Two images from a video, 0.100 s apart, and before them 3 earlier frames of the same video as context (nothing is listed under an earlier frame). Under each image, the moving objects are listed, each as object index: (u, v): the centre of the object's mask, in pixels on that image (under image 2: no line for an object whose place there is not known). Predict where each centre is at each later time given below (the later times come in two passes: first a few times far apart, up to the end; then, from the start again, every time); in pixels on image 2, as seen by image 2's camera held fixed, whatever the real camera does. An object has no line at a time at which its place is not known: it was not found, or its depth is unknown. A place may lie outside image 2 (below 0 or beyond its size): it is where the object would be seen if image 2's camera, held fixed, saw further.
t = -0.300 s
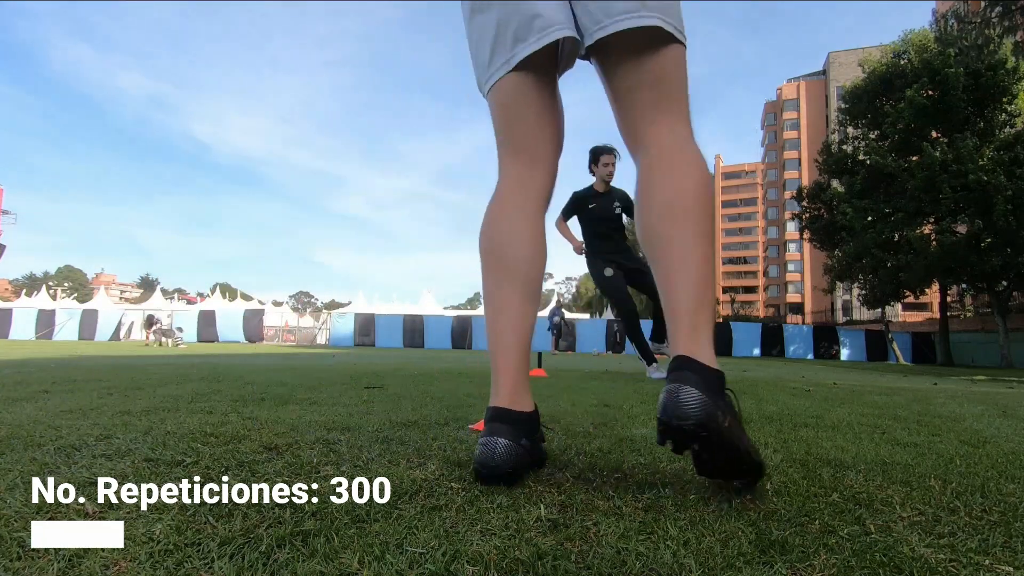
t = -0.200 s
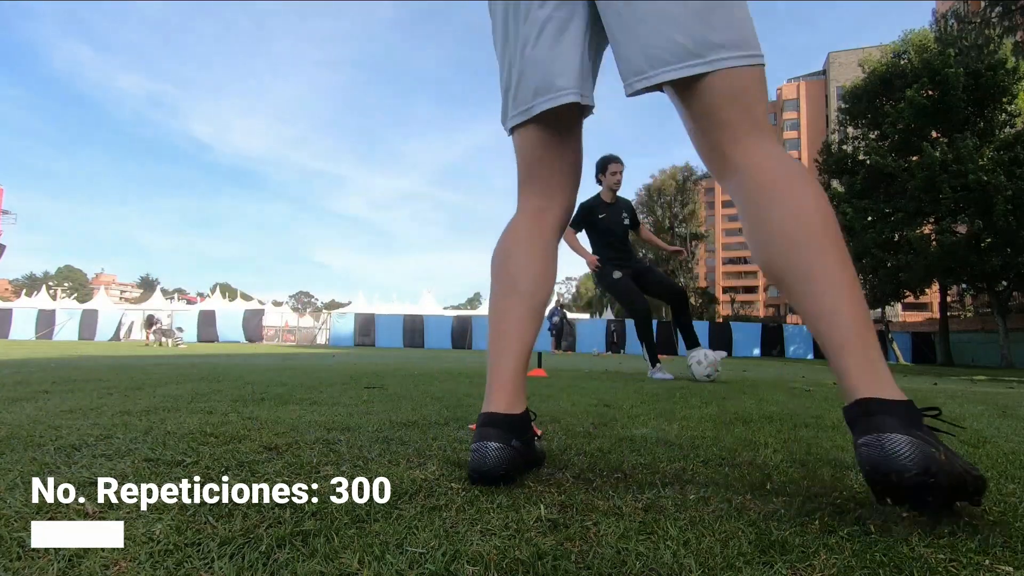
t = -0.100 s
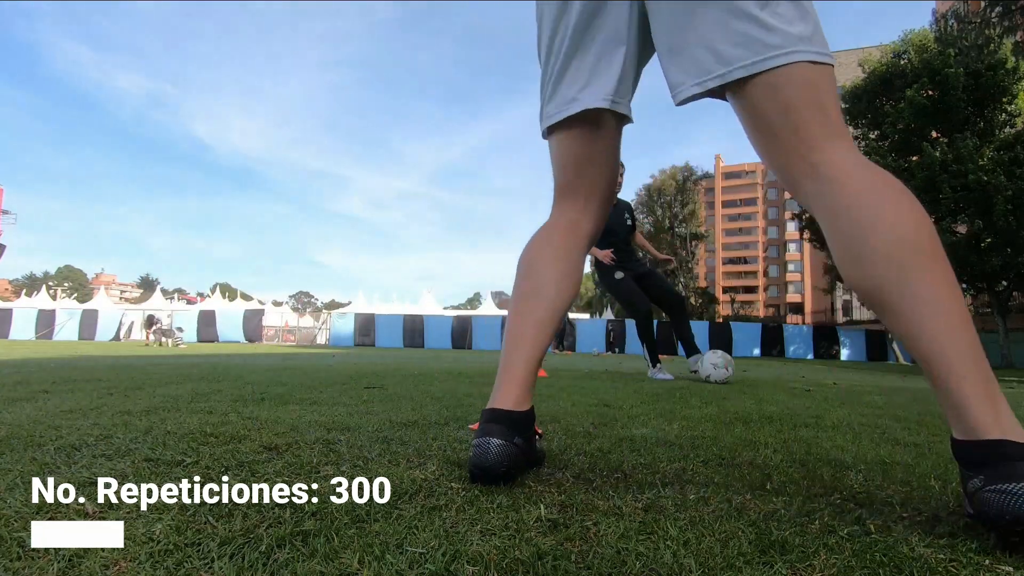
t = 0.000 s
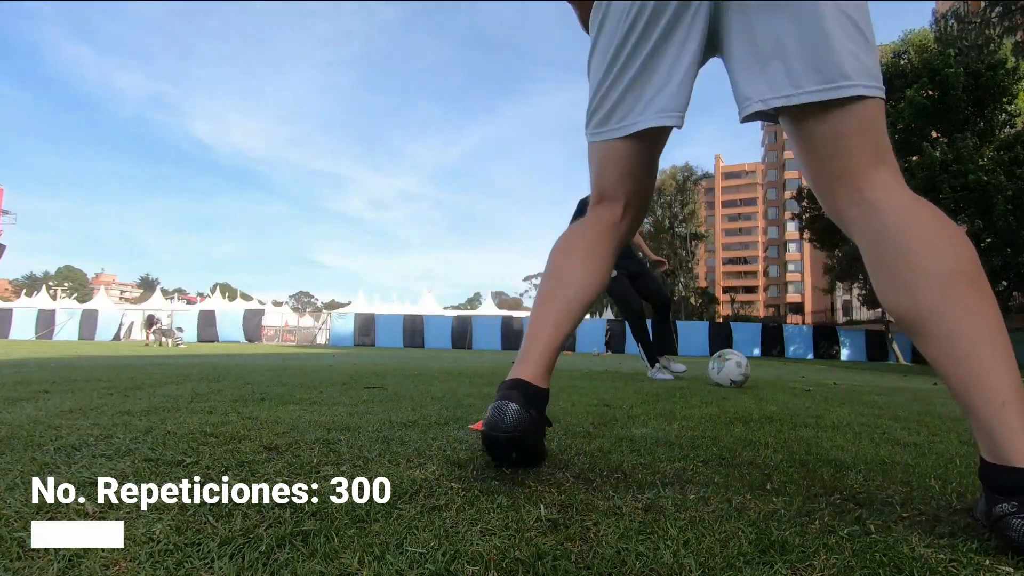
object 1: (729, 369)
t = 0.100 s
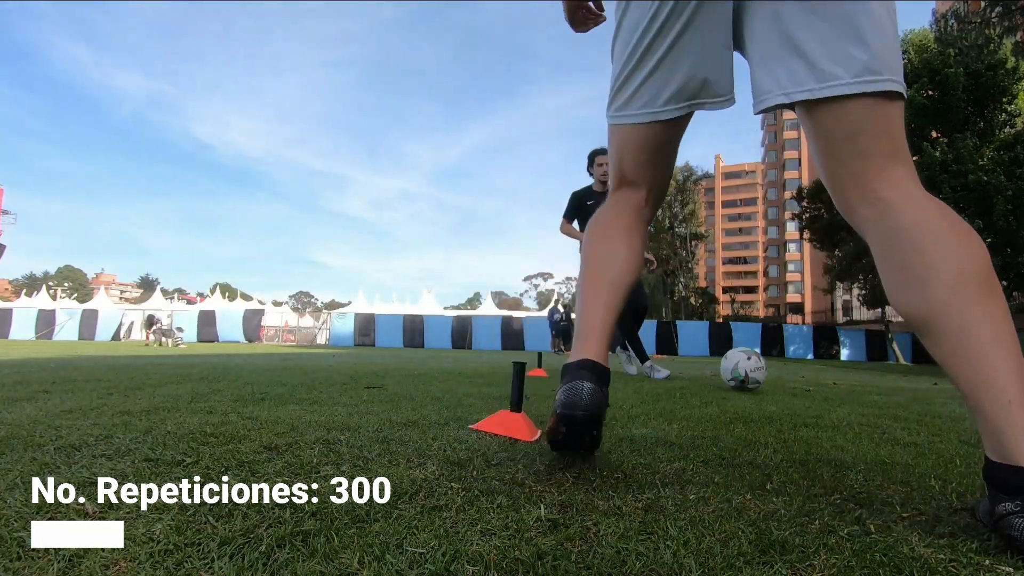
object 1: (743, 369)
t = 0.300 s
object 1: (784, 375)
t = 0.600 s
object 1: (895, 394)
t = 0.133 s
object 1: (749, 372)
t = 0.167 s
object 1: (755, 372)
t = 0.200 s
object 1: (762, 372)
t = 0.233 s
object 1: (769, 374)
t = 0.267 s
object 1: (777, 374)
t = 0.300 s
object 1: (784, 375)
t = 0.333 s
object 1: (793, 375)
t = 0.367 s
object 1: (802, 378)
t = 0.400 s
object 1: (812, 380)
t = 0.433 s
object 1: (824, 382)
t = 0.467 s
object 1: (836, 384)
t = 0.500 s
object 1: (849, 386)
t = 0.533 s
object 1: (863, 387)
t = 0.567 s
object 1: (878, 390)
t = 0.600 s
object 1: (895, 394)
